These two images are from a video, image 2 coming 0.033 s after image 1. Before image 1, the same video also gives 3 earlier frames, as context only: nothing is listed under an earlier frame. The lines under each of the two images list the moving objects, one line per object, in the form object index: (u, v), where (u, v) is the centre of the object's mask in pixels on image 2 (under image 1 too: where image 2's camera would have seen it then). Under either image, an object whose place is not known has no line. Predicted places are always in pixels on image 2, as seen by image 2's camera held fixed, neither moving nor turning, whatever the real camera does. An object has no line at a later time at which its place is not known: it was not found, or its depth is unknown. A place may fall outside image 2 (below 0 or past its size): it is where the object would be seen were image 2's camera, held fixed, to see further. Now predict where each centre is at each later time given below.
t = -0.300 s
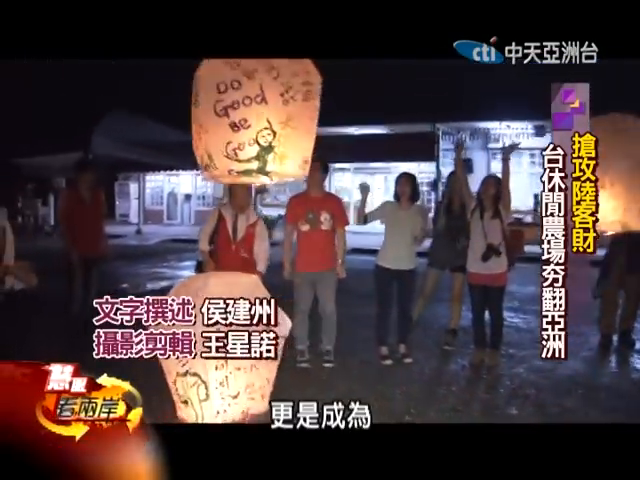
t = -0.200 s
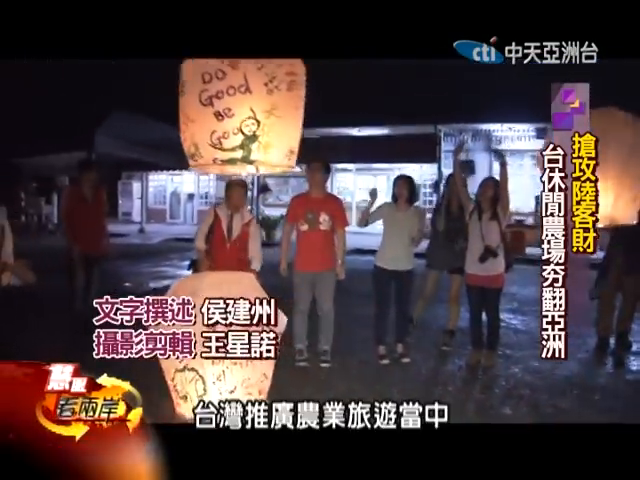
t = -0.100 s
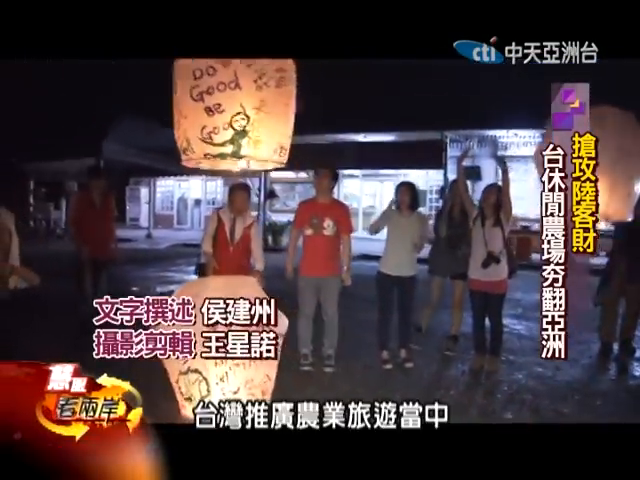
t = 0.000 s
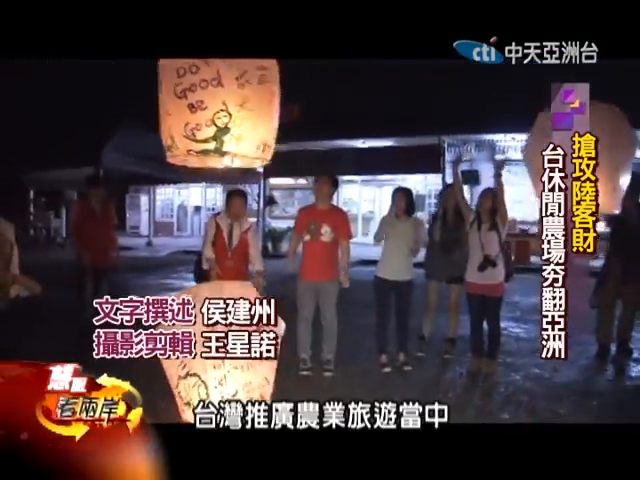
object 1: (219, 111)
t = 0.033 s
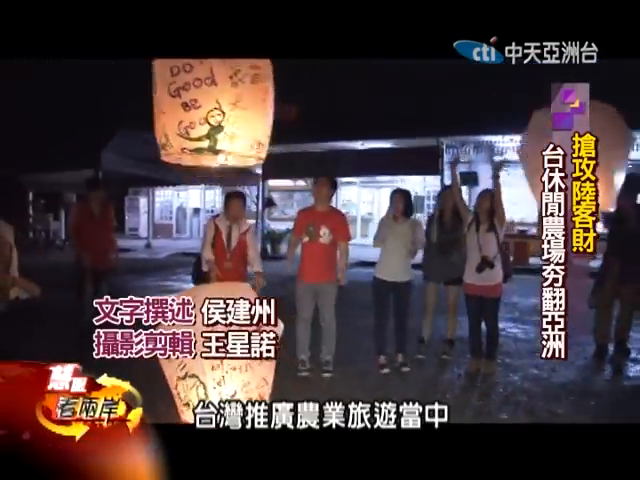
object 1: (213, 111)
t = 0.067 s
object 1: (208, 110)
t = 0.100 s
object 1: (204, 109)
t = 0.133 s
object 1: (201, 109)
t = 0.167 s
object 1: (198, 109)
